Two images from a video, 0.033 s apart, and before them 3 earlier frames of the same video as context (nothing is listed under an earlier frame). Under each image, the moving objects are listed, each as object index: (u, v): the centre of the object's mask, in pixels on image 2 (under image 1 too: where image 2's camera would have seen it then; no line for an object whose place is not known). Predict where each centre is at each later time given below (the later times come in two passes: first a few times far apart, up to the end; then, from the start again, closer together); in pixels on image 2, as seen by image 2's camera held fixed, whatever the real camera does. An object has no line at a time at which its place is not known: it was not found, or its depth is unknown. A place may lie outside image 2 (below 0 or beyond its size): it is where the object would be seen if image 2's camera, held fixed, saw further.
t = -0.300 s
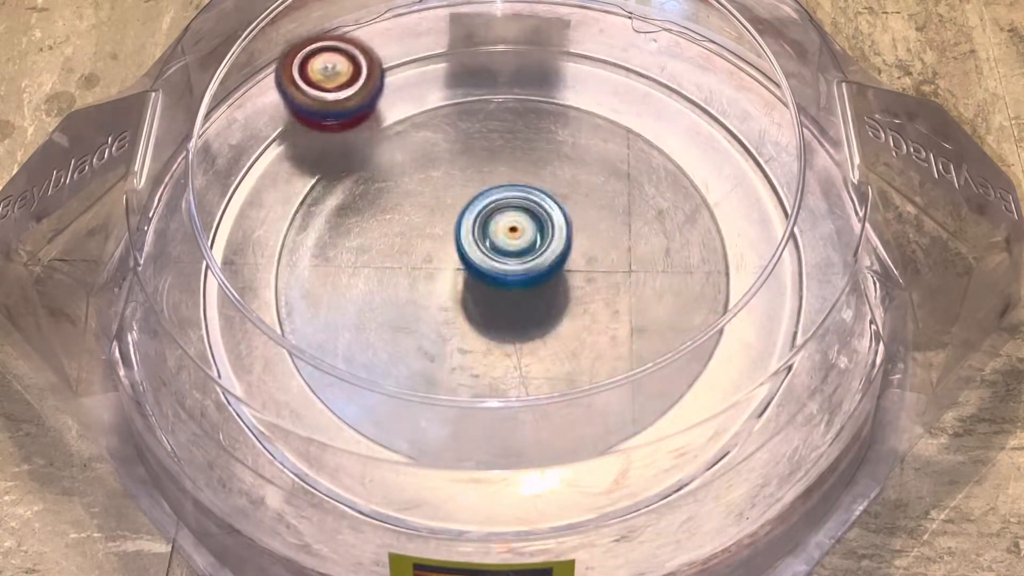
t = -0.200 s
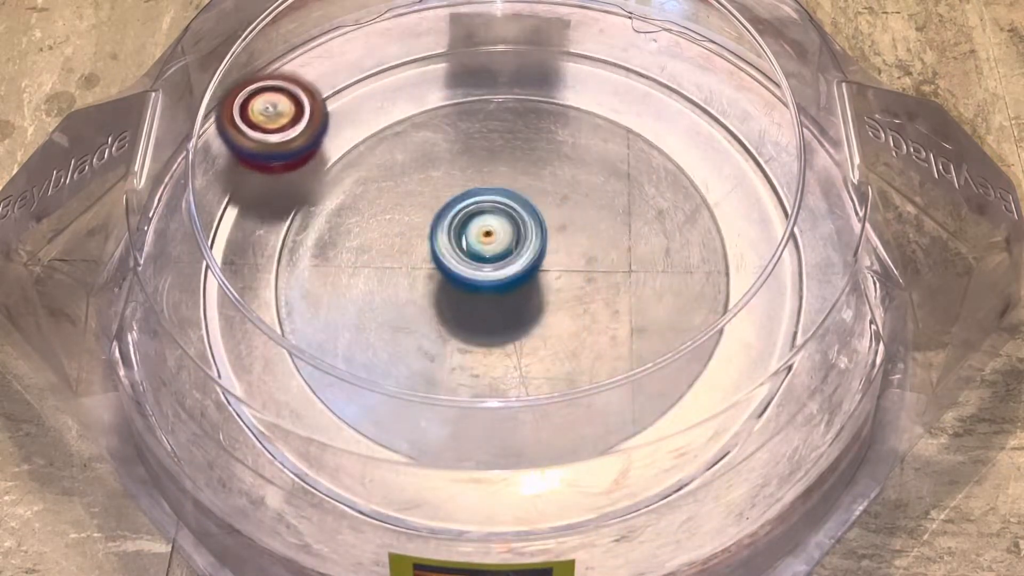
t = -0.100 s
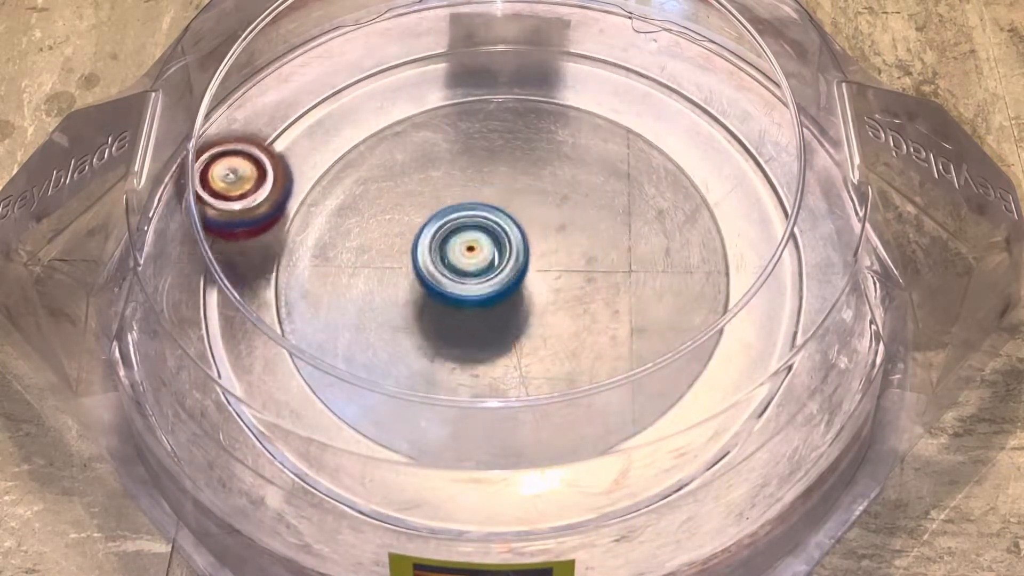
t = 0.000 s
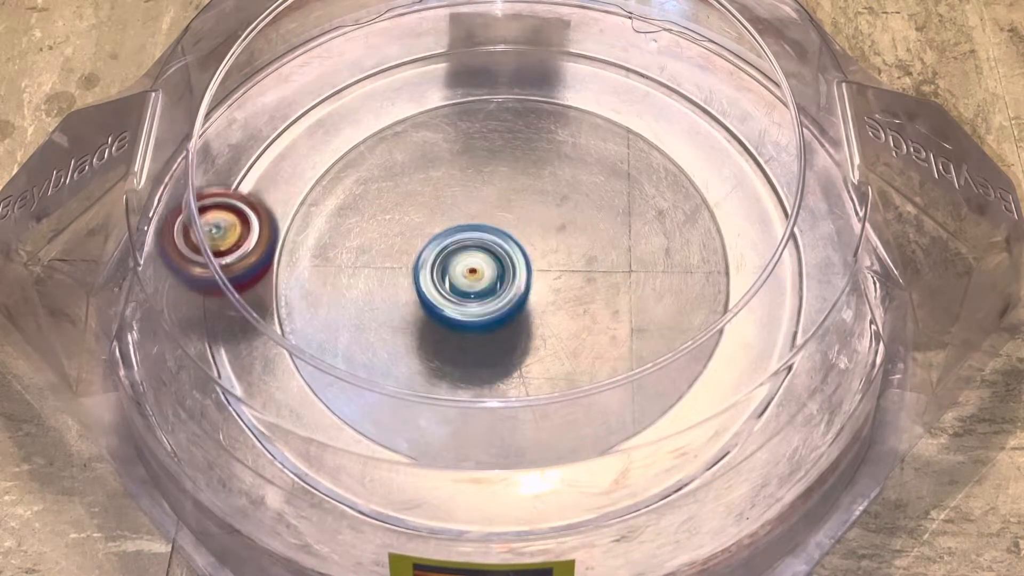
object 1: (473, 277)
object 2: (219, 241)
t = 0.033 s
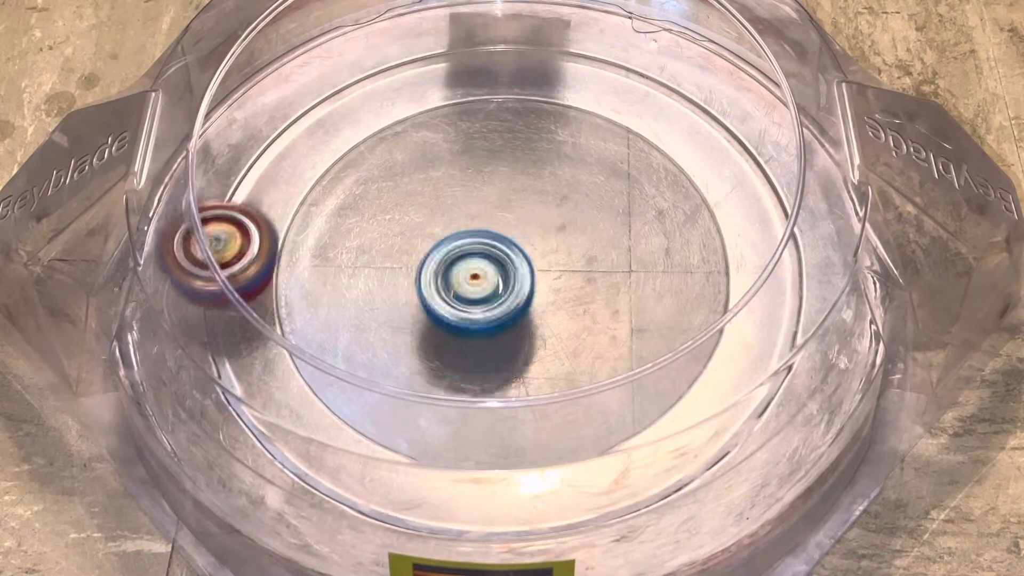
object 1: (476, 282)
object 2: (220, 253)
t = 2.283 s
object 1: (510, 250)
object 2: (691, 287)
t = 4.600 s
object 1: (522, 270)
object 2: (373, 339)
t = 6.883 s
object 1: (490, 263)
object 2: (504, 362)
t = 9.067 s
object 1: (420, 244)
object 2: (610, 255)
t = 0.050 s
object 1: (477, 285)
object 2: (222, 258)
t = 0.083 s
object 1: (483, 291)
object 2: (226, 267)
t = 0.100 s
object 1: (487, 294)
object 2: (228, 270)
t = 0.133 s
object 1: (496, 296)
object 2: (236, 276)
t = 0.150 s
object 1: (500, 296)
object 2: (240, 278)
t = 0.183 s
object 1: (506, 294)
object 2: (249, 283)
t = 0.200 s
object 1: (509, 294)
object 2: (255, 286)
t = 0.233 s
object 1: (516, 293)
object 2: (267, 292)
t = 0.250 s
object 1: (520, 292)
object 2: (274, 294)
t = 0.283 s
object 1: (525, 286)
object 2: (296, 300)
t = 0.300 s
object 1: (528, 283)
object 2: (309, 303)
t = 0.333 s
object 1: (530, 278)
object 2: (334, 315)
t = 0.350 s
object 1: (530, 275)
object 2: (348, 321)
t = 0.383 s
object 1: (533, 271)
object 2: (382, 333)
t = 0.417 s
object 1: (533, 263)
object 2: (420, 341)
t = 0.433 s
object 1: (532, 260)
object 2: (440, 344)
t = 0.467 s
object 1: (529, 253)
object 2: (485, 347)
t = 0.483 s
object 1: (526, 249)
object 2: (510, 346)
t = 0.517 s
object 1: (522, 233)
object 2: (554, 346)
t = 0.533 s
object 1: (519, 225)
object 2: (575, 343)
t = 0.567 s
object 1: (512, 213)
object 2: (611, 333)
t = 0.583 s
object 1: (507, 209)
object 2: (628, 327)
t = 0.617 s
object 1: (500, 203)
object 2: (657, 312)
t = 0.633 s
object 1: (496, 201)
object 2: (669, 304)
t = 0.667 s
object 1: (488, 199)
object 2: (689, 287)
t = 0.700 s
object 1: (479, 203)
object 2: (704, 267)
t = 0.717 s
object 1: (476, 206)
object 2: (709, 255)
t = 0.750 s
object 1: (472, 214)
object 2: (712, 231)
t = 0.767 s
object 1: (469, 218)
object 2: (710, 219)
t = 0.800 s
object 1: (463, 229)
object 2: (701, 193)
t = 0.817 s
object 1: (461, 236)
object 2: (693, 182)
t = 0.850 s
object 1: (461, 249)
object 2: (673, 160)
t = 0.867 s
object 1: (462, 254)
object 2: (661, 149)
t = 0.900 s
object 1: (462, 265)
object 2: (634, 131)
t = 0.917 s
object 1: (463, 271)
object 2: (619, 123)
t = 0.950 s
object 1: (468, 283)
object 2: (586, 108)
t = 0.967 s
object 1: (471, 287)
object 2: (568, 103)
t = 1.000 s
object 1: (477, 294)
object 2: (530, 99)
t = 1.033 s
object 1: (485, 301)
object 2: (490, 99)
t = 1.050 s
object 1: (490, 303)
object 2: (473, 100)
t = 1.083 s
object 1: (500, 305)
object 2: (433, 108)
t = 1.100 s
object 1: (503, 305)
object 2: (415, 115)
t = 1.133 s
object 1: (511, 306)
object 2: (378, 130)
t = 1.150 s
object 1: (515, 305)
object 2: (360, 140)
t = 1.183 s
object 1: (523, 300)
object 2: (330, 163)
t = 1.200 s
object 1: (526, 297)
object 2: (316, 175)
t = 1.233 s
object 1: (529, 293)
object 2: (294, 203)
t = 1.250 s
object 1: (532, 290)
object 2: (285, 219)
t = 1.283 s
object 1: (535, 281)
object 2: (275, 252)
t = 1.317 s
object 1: (533, 274)
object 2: (276, 287)
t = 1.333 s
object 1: (533, 271)
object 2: (280, 305)
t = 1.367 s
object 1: (531, 262)
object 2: (295, 341)
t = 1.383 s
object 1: (528, 258)
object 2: (306, 359)
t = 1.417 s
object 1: (521, 253)
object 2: (329, 392)
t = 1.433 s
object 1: (518, 250)
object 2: (341, 407)
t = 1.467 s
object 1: (511, 245)
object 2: (365, 434)
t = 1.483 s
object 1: (506, 243)
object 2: (377, 448)
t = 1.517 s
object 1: (497, 243)
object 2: (400, 467)
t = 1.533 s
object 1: (493, 243)
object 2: (409, 479)
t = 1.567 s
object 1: (485, 243)
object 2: (427, 492)
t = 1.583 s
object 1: (480, 243)
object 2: (438, 499)
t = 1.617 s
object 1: (474, 248)
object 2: (460, 504)
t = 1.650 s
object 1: (469, 251)
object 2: (487, 506)
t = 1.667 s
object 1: (466, 254)
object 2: (502, 504)
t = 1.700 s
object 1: (463, 261)
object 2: (534, 493)
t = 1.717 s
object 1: (463, 263)
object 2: (549, 489)
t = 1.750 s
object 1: (461, 267)
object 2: (575, 482)
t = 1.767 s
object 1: (461, 272)
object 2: (587, 483)
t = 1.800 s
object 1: (465, 277)
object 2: (606, 480)
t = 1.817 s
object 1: (466, 279)
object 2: (613, 472)
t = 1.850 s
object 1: (469, 284)
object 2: (628, 466)
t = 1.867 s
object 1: (473, 287)
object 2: (634, 463)
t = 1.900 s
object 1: (480, 288)
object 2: (648, 459)
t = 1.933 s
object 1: (486, 291)
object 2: (660, 452)
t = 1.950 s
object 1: (491, 291)
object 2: (666, 447)
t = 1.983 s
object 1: (499, 290)
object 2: (675, 434)
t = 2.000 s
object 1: (502, 289)
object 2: (680, 430)
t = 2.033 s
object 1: (510, 288)
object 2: (690, 422)
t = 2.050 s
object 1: (514, 285)
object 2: (693, 415)
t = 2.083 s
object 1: (517, 280)
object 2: (700, 400)
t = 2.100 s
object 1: (519, 278)
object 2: (705, 396)
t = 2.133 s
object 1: (522, 273)
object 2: (712, 387)
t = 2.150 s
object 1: (522, 269)
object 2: (707, 368)
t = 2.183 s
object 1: (520, 264)
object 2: (709, 351)
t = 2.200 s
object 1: (520, 262)
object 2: (709, 342)
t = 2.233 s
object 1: (516, 255)
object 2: (706, 324)
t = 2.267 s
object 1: (512, 253)
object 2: (700, 300)
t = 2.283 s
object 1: (510, 250)
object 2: (691, 287)
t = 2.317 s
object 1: (503, 247)
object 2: (685, 267)
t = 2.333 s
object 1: (500, 246)
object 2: (677, 256)
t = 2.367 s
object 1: (496, 245)
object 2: (660, 229)
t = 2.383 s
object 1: (492, 244)
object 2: (649, 215)
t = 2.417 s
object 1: (487, 246)
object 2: (622, 189)
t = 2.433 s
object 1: (485, 246)
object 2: (606, 179)
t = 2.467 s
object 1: (478, 248)
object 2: (573, 157)
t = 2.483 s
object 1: (476, 251)
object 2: (551, 148)
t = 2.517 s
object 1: (474, 253)
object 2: (513, 137)
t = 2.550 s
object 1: (470, 257)
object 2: (473, 129)
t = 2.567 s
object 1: (470, 260)
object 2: (452, 125)
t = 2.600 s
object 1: (470, 264)
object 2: (414, 128)
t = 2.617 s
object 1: (469, 267)
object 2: (396, 131)
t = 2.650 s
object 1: (472, 272)
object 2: (360, 139)
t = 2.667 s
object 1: (473, 273)
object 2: (344, 147)
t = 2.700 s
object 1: (475, 279)
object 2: (316, 162)
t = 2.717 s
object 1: (479, 280)
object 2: (303, 171)
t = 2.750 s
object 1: (483, 281)
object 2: (281, 194)
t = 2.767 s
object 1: (486, 283)
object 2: (272, 205)
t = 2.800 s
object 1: (494, 283)
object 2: (256, 224)
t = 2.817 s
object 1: (496, 282)
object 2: (251, 234)
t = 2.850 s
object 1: (502, 282)
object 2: (232, 249)
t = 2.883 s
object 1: (507, 278)
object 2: (217, 263)
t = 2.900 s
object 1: (508, 277)
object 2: (210, 270)
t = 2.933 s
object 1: (513, 273)
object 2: (203, 282)
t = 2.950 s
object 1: (514, 270)
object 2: (203, 289)
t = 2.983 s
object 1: (515, 268)
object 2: (211, 306)
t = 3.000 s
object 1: (516, 265)
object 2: (217, 314)
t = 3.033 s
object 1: (514, 260)
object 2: (227, 330)
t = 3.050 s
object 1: (514, 259)
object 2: (231, 338)
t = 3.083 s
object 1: (513, 254)
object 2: (239, 348)
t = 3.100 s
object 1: (511, 253)
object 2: (242, 355)
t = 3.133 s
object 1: (510, 251)
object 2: (246, 365)
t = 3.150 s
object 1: (508, 249)
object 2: (249, 368)
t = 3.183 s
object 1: (504, 249)
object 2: (252, 376)
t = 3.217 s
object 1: (501, 246)
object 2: (259, 382)
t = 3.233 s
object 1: (498, 247)
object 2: (261, 386)
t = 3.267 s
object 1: (496, 248)
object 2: (268, 393)
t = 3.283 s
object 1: (494, 248)
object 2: (273, 395)
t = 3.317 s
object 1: (490, 251)
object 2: (280, 401)
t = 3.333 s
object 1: (490, 252)
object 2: (284, 403)
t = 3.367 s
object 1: (485, 255)
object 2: (296, 407)
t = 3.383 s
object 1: (485, 258)
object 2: (301, 409)
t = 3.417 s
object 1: (483, 260)
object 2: (314, 413)
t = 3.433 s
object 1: (482, 263)
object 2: (320, 414)
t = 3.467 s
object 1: (483, 266)
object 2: (333, 416)
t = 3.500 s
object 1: (483, 269)
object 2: (349, 414)
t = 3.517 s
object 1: (485, 270)
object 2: (356, 414)
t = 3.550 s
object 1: (486, 271)
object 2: (376, 412)
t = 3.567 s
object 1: (487, 274)
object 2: (388, 412)
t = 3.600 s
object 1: (491, 273)
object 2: (413, 409)
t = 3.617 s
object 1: (492, 274)
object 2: (428, 406)
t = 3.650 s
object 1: (498, 273)
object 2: (460, 400)
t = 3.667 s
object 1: (498, 272)
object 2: (478, 398)
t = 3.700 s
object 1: (503, 273)
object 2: (515, 366)
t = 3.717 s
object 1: (504, 270)
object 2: (531, 361)
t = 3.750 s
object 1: (504, 269)
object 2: (565, 346)
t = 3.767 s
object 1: (506, 267)
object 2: (579, 336)
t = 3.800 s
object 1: (500, 255)
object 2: (614, 317)
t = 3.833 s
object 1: (492, 238)
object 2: (641, 293)
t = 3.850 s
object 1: (486, 231)
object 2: (653, 283)
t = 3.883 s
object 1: (479, 220)
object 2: (667, 257)
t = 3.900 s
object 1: (475, 214)
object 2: (671, 246)
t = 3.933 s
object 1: (469, 210)
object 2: (673, 221)
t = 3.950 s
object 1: (467, 208)
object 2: (672, 208)
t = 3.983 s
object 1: (462, 209)
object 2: (664, 183)
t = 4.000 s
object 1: (462, 210)
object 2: (657, 171)
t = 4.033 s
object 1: (460, 214)
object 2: (642, 148)
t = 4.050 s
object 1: (461, 218)
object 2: (632, 138)
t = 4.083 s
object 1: (461, 223)
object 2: (611, 119)
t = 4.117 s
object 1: (466, 233)
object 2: (585, 104)
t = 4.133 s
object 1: (467, 236)
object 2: (572, 100)
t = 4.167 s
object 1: (472, 247)
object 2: (542, 92)
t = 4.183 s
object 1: (474, 250)
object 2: (527, 91)
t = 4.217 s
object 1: (480, 259)
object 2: (496, 89)
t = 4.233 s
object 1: (483, 262)
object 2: (481, 93)
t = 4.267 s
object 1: (487, 268)
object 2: (451, 99)
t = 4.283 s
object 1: (491, 270)
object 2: (435, 105)
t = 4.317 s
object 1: (496, 273)
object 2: (408, 119)
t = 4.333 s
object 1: (500, 275)
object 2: (394, 129)
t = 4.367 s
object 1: (504, 276)
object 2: (371, 148)
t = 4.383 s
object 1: (507, 278)
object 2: (359, 160)
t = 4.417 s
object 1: (512, 276)
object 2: (344, 186)
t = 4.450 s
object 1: (517, 277)
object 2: (332, 216)
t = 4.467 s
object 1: (518, 276)
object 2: (330, 231)
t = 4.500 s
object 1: (520, 276)
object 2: (328, 262)
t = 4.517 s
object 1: (521, 274)
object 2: (332, 278)
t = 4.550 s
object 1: (522, 273)
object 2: (340, 307)
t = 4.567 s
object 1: (523, 271)
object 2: (351, 319)
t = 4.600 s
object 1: (522, 270)
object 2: (373, 339)
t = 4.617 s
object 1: (523, 268)
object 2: (383, 354)
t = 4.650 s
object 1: (520, 267)
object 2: (409, 379)
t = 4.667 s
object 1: (521, 266)
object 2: (426, 387)
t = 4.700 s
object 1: (518, 263)
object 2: (461, 404)
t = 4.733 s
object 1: (517, 260)
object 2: (500, 408)
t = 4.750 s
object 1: (515, 260)
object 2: (518, 409)
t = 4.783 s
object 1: (514, 258)
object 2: (557, 406)
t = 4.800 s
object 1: (511, 257)
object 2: (574, 403)
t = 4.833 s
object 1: (511, 257)
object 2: (608, 390)
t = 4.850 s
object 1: (508, 257)
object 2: (623, 379)
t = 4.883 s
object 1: (507, 257)
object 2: (651, 359)
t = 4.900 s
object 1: (505, 257)
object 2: (662, 347)
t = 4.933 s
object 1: (504, 258)
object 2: (682, 321)
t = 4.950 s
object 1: (502, 257)
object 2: (688, 307)
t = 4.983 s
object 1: (501, 260)
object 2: (694, 281)
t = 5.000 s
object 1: (500, 260)
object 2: (698, 270)
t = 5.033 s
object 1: (499, 263)
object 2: (699, 244)
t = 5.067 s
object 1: (497, 264)
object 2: (691, 219)
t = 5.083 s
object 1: (498, 265)
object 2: (686, 206)
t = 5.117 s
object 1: (496, 267)
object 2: (669, 183)
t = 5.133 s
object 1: (498, 268)
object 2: (658, 172)
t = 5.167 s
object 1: (496, 269)
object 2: (633, 154)
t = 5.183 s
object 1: (498, 271)
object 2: (619, 145)
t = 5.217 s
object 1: (497, 272)
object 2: (590, 134)
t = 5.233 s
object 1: (498, 274)
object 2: (573, 129)
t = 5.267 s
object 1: (498, 274)
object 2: (541, 122)
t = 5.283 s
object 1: (499, 276)
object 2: (524, 120)
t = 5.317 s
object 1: (499, 276)
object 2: (489, 125)
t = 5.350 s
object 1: (501, 277)
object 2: (456, 131)
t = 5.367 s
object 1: (500, 278)
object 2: (441, 134)
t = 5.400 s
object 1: (502, 278)
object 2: (410, 147)
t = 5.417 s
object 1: (501, 278)
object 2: (397, 154)
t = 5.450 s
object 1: (503, 278)
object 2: (372, 173)
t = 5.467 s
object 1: (501, 278)
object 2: (361, 182)
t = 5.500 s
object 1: (503, 278)
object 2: (341, 205)
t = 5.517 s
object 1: (501, 278)
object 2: (334, 216)
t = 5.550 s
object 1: (502, 277)
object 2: (322, 243)
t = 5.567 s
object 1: (500, 278)
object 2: (318, 256)
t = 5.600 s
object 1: (501, 277)
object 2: (317, 284)
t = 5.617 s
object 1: (499, 277)
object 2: (318, 297)
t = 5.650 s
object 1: (500, 276)
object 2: (331, 316)
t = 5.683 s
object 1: (500, 277)
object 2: (340, 347)
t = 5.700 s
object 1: (499, 276)
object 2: (350, 359)
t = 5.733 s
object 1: (499, 277)
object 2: (373, 378)
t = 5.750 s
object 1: (498, 275)
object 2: (387, 388)
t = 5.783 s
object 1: (498, 276)
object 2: (416, 403)
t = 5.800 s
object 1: (497, 275)
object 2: (433, 407)
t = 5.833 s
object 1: (497, 276)
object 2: (470, 413)
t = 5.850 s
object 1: (495, 275)
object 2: (487, 413)
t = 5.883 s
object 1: (495, 276)
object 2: (526, 409)
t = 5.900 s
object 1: (493, 275)
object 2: (542, 405)
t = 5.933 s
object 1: (493, 275)
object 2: (579, 390)
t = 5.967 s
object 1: (490, 276)
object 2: (604, 367)
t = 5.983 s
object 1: (491, 275)
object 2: (615, 357)
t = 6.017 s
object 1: (489, 276)
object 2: (636, 327)
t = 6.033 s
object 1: (489, 275)
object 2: (641, 315)
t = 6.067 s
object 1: (489, 276)
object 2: (650, 290)
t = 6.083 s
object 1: (488, 274)
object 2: (652, 276)
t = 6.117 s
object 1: (488, 275)
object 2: (650, 247)
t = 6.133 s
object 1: (487, 274)
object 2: (647, 234)
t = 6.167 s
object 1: (488, 274)
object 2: (634, 209)
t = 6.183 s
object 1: (487, 274)
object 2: (628, 197)
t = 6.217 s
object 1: (488, 274)
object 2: (609, 177)
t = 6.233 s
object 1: (487, 274)
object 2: (597, 167)
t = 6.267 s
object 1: (488, 273)
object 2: (572, 151)
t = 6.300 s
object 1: (488, 274)
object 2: (544, 139)
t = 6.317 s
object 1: (488, 273)
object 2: (532, 133)
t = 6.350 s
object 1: (489, 274)
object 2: (502, 130)
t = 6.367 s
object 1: (488, 272)
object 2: (486, 126)
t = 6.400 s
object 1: (489, 272)
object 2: (457, 128)
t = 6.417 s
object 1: (488, 272)
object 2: (442, 130)
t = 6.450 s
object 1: (490, 271)
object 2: (415, 139)
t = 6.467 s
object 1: (488, 272)
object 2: (402, 145)
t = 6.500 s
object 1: (489, 270)
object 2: (377, 159)
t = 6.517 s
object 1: (488, 271)
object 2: (367, 169)
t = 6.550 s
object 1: (489, 269)
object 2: (349, 189)
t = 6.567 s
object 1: (489, 271)
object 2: (344, 201)
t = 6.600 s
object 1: (489, 269)
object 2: (334, 226)
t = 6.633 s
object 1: (490, 268)
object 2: (332, 252)
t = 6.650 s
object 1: (489, 268)
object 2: (334, 265)
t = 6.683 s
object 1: (489, 266)
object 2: (342, 290)
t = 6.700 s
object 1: (489, 267)
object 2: (349, 302)
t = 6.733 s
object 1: (489, 265)
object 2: (369, 324)
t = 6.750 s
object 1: (490, 266)
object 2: (381, 332)
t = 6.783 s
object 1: (489, 265)
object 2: (408, 346)
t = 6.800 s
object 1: (491, 265)
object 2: (421, 351)
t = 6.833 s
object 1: (489, 264)
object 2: (454, 359)
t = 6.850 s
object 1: (491, 264)
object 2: (470, 361)
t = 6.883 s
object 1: (490, 263)
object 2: (504, 362)
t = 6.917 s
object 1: (490, 263)
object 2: (539, 356)
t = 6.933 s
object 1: (491, 263)
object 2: (553, 352)
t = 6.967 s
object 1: (490, 263)
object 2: (578, 341)
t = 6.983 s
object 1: (492, 262)
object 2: (592, 334)
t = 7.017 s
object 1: (492, 263)
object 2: (611, 317)
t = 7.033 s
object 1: (492, 262)
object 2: (618, 304)
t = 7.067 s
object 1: (492, 262)
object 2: (628, 282)
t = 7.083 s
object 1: (491, 261)
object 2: (630, 271)
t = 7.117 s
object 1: (493, 261)
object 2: (631, 248)
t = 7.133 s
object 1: (491, 261)
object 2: (630, 238)
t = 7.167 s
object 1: (493, 261)
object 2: (622, 217)
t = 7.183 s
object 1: (492, 261)
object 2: (616, 207)
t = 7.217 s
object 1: (493, 261)
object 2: (601, 191)
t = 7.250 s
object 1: (494, 260)
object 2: (581, 175)
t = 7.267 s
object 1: (493, 261)
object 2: (570, 170)
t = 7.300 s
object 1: (493, 260)
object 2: (549, 163)
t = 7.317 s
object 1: (495, 261)
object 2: (535, 160)
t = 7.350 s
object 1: (495, 262)
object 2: (510, 158)
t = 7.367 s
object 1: (495, 265)
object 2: (498, 156)
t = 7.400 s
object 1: (492, 273)
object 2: (474, 151)
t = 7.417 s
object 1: (493, 277)
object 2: (464, 152)
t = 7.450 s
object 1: (493, 284)
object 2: (441, 156)
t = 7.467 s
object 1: (493, 285)
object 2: (433, 159)
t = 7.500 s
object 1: (496, 290)
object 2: (414, 171)
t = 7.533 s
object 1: (499, 292)
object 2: (399, 185)
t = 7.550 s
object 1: (499, 291)
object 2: (394, 193)
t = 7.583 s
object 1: (503, 292)
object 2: (387, 212)
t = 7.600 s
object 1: (504, 291)
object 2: (384, 224)
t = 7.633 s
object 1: (508, 288)
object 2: (383, 244)
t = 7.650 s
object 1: (509, 288)
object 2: (386, 256)
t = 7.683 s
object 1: (512, 283)
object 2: (392, 277)
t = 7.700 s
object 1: (517, 282)
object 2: (395, 284)
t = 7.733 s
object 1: (522, 278)
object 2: (405, 300)
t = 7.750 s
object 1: (527, 274)
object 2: (409, 309)
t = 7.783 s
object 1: (534, 269)
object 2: (421, 321)
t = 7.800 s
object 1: (535, 266)
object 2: (428, 326)
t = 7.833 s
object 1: (538, 262)
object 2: (445, 334)
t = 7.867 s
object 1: (539, 257)
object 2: (463, 339)
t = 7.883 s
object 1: (537, 254)
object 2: (473, 340)
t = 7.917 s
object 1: (536, 247)
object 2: (489, 342)
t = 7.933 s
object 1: (535, 240)
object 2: (493, 346)
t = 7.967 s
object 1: (534, 230)
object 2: (504, 348)
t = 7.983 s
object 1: (534, 226)
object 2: (510, 349)
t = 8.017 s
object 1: (529, 218)
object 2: (522, 348)
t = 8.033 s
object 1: (527, 215)
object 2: (528, 346)
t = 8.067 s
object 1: (521, 215)
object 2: (542, 342)
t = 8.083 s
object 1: (516, 215)
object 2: (548, 340)
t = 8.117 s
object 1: (510, 217)
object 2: (561, 333)
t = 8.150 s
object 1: (504, 221)
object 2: (571, 318)
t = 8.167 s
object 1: (500, 225)
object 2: (575, 309)
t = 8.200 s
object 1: (492, 225)
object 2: (580, 298)
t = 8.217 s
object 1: (485, 223)
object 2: (585, 295)
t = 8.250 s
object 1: (472, 222)
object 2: (590, 285)
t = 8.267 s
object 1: (466, 220)
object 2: (591, 280)
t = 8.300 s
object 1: (458, 222)
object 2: (588, 268)
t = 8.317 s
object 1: (453, 225)
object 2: (583, 263)
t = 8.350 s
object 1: (449, 230)
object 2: (570, 252)
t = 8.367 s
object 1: (446, 231)
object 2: (567, 248)
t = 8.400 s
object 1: (427, 232)
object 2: (567, 244)
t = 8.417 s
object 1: (419, 233)
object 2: (563, 243)
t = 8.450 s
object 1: (407, 236)
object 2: (555, 241)
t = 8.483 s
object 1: (401, 240)
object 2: (541, 241)
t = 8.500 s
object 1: (400, 243)
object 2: (534, 242)
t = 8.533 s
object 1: (396, 247)
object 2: (521, 246)
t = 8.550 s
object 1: (389, 251)
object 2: (518, 249)
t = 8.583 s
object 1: (380, 254)
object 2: (514, 256)
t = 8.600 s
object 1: (379, 257)
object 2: (513, 259)
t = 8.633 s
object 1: (378, 261)
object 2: (509, 268)
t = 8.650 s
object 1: (378, 263)
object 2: (507, 275)
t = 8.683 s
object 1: (383, 266)
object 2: (506, 284)
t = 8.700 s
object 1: (383, 267)
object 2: (509, 287)
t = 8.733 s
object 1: (381, 266)
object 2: (520, 296)
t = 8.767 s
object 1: (382, 266)
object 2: (531, 302)
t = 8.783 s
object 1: (385, 267)
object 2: (537, 303)
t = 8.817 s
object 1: (389, 266)
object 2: (547, 304)
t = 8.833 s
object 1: (392, 267)
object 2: (550, 305)
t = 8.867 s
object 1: (401, 267)
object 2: (560, 301)
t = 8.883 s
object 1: (405, 268)
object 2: (563, 298)
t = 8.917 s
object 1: (416, 268)
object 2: (568, 291)
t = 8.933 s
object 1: (423, 268)
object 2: (570, 286)
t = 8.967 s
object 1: (436, 268)
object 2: (567, 276)
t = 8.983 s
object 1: (442, 267)
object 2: (564, 273)
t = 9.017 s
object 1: (434, 255)
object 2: (582, 266)
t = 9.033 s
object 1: (428, 251)
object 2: (592, 260)
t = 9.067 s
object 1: (420, 244)
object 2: (610, 255)
